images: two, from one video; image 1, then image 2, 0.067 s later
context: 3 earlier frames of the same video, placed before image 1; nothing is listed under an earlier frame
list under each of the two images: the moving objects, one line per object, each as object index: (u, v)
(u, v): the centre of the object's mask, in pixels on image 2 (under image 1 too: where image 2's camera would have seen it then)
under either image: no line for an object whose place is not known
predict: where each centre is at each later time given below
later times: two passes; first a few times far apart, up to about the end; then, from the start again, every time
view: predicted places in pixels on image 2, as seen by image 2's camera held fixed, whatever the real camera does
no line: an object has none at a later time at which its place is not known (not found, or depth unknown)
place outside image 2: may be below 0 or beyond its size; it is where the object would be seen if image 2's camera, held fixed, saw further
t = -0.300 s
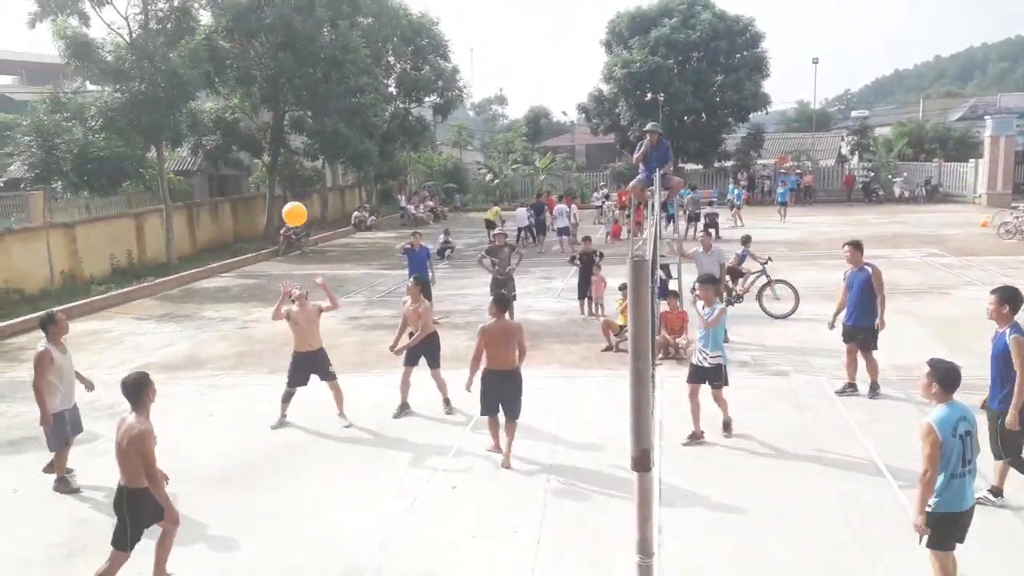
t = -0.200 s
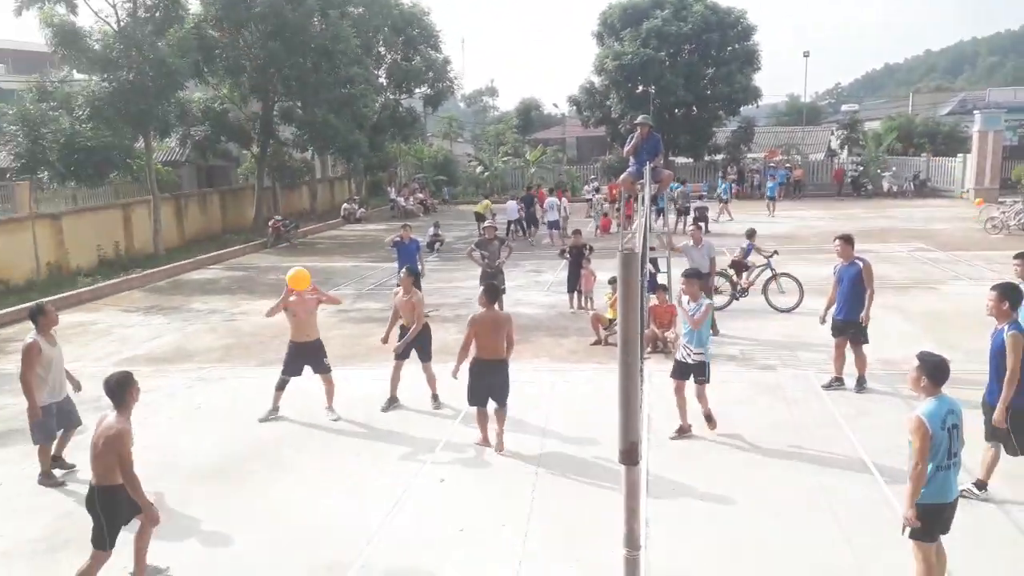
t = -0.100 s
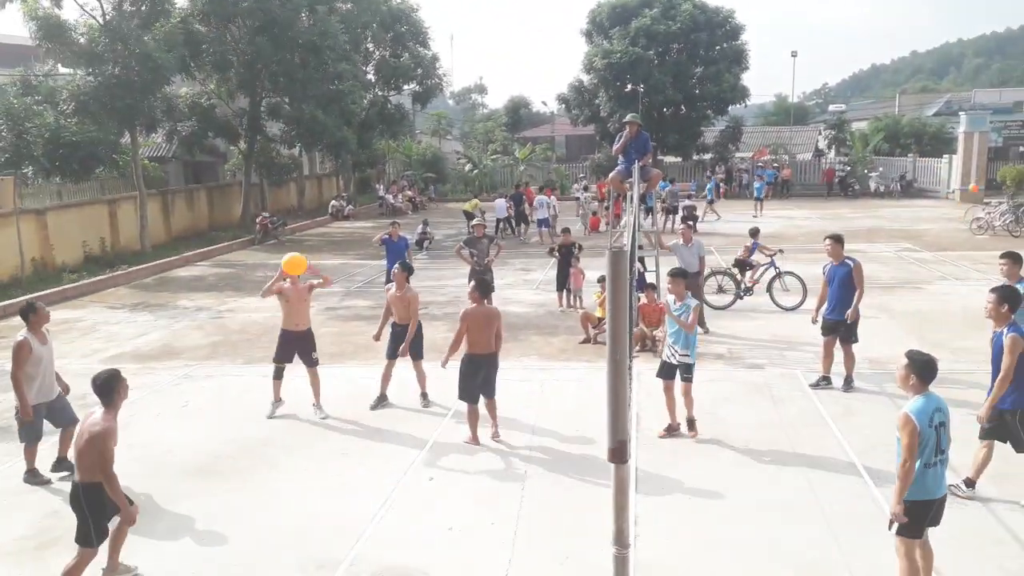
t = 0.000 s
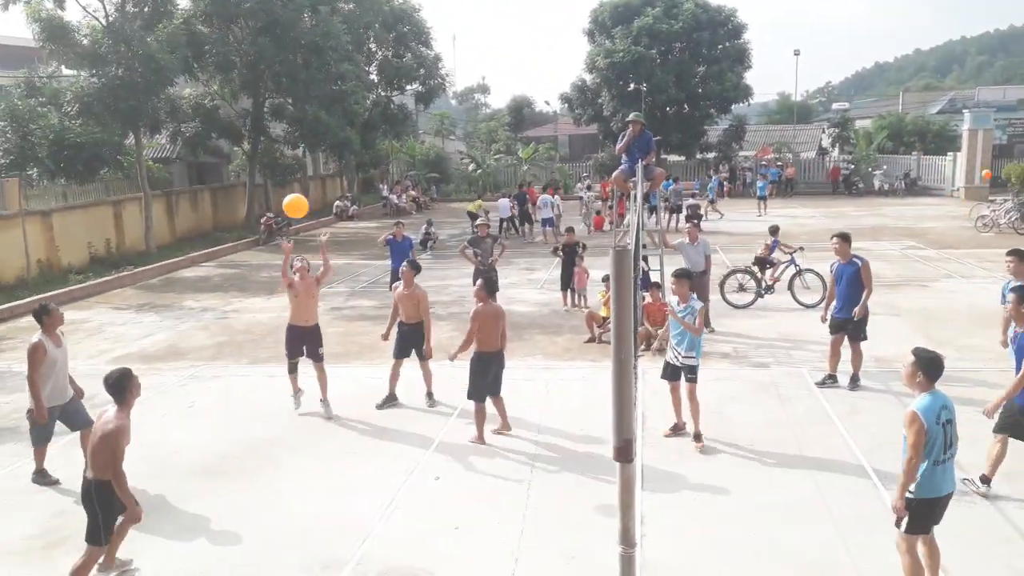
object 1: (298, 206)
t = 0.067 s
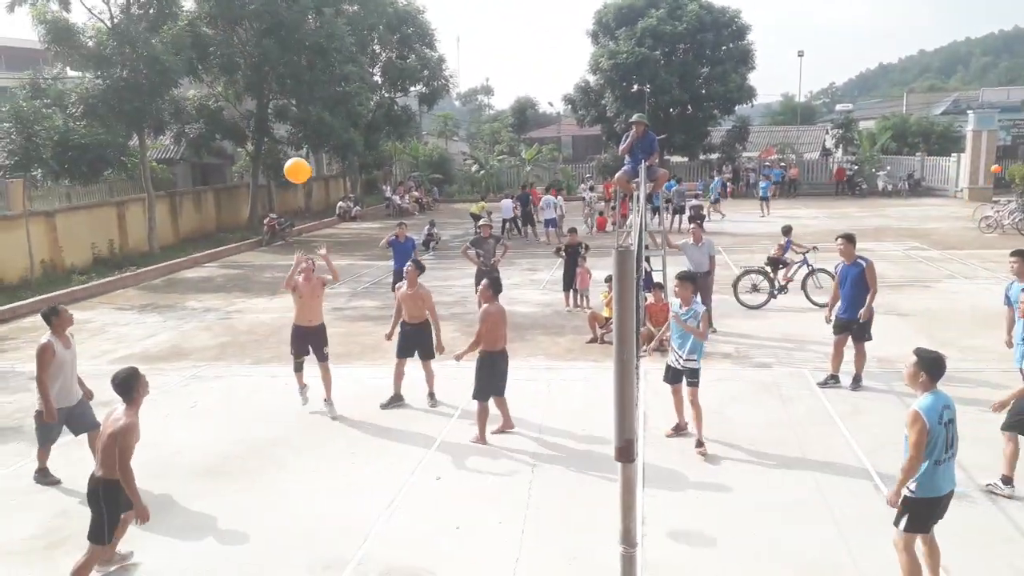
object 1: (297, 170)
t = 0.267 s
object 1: (296, 78)
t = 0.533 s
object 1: (305, 9)
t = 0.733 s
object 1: (319, 21)
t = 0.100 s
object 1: (297, 153)
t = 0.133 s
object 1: (296, 137)
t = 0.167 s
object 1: (296, 120)
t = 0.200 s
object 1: (296, 106)
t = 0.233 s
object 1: (296, 92)
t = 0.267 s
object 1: (296, 78)
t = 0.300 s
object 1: (296, 67)
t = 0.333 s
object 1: (297, 55)
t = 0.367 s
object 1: (298, 43)
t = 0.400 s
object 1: (300, 35)
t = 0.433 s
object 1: (301, 27)
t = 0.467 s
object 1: (302, 20)
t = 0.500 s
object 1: (304, 14)
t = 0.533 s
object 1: (305, 9)
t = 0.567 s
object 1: (306, 6)
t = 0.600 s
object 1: (308, 4)
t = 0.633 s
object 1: (309, 4)
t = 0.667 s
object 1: (312, 8)
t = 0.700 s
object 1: (315, 14)
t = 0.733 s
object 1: (319, 21)
